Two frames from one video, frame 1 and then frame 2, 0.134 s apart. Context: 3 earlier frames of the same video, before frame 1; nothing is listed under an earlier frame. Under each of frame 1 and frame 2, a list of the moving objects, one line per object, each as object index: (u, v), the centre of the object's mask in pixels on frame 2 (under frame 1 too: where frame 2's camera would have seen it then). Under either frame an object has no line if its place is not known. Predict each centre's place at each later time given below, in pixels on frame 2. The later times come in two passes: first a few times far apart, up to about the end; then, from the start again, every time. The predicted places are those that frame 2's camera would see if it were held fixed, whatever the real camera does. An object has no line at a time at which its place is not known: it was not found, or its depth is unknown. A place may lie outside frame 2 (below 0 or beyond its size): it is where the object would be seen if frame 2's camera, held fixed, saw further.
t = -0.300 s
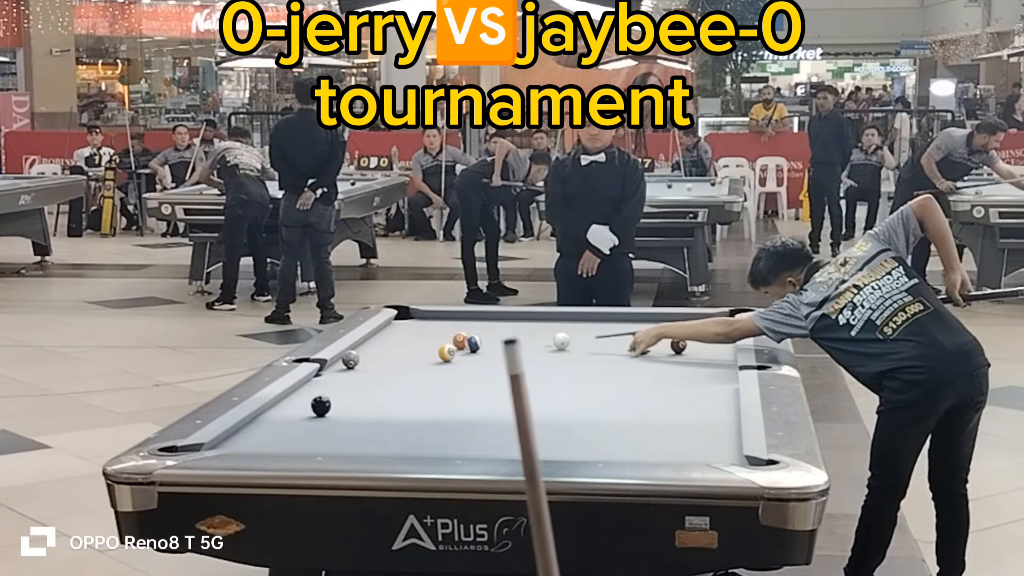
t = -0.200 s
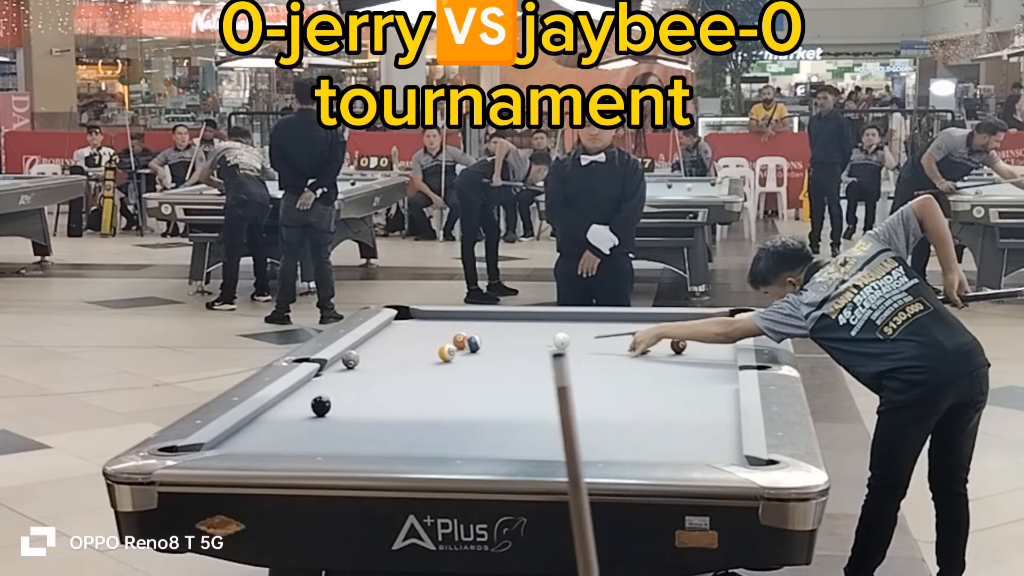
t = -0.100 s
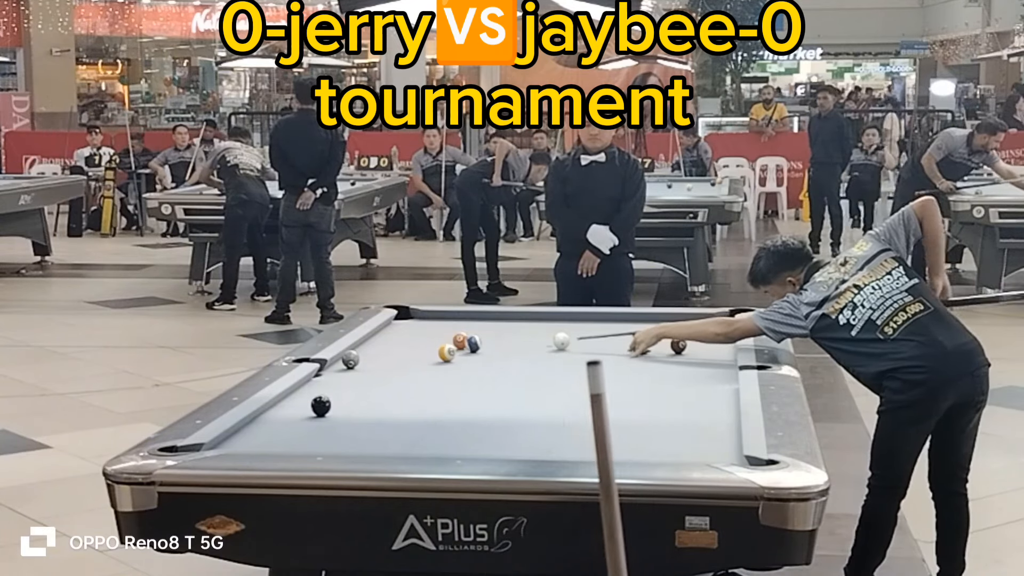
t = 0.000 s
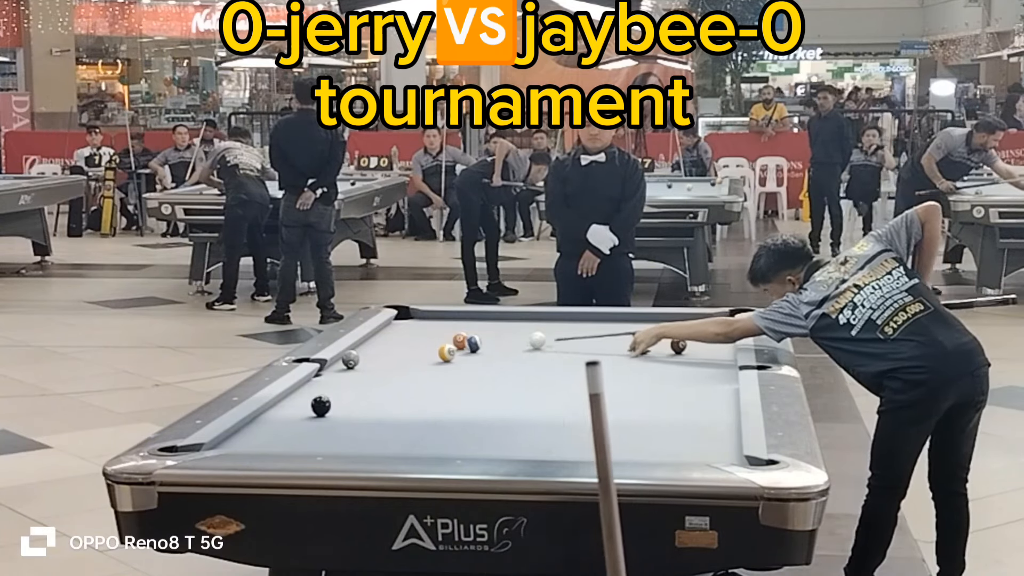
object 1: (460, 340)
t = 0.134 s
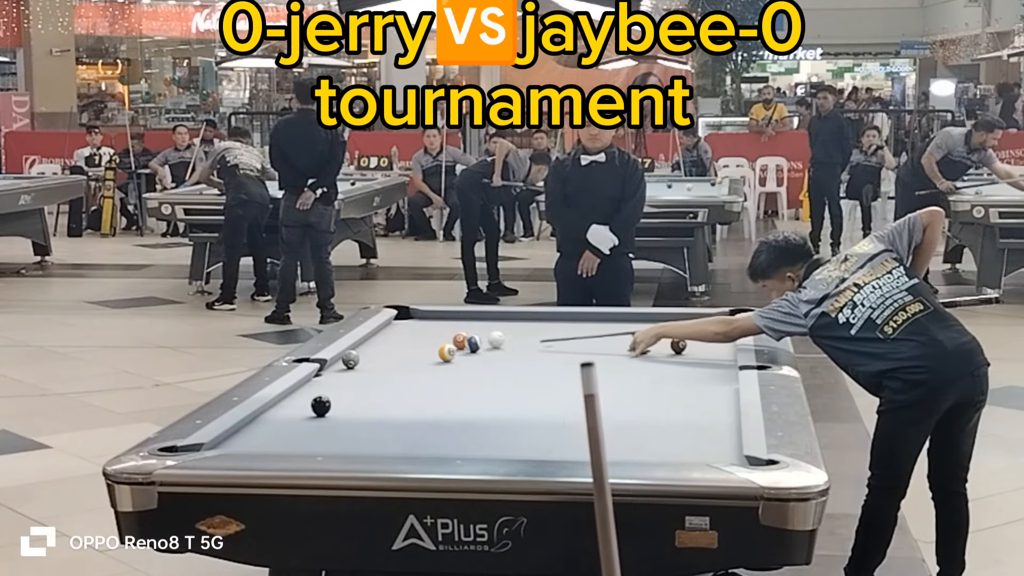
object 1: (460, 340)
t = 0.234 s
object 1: (458, 341)
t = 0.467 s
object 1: (435, 343)
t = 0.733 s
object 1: (411, 346)
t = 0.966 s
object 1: (391, 349)
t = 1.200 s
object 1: (372, 351)
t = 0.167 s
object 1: (460, 340)
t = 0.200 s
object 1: (460, 340)
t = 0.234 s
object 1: (458, 341)
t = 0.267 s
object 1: (454, 340)
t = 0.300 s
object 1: (451, 340)
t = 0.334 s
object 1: (447, 339)
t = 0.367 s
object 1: (443, 339)
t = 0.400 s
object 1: (440, 341)
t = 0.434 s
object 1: (437, 342)
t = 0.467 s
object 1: (435, 343)
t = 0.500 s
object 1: (432, 343)
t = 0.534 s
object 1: (429, 344)
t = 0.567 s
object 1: (426, 344)
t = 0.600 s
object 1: (423, 345)
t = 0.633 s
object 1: (420, 345)
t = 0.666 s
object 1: (417, 346)
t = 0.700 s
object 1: (414, 346)
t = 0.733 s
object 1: (411, 346)
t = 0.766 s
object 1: (408, 347)
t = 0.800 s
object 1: (406, 347)
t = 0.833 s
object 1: (403, 347)
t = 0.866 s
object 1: (400, 348)
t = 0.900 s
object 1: (397, 349)
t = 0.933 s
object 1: (394, 349)
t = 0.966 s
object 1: (391, 349)
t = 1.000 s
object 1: (388, 350)
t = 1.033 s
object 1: (385, 350)
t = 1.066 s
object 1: (383, 350)
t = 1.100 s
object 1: (380, 350)
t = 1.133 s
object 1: (377, 351)
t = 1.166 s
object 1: (375, 351)
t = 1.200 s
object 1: (372, 351)
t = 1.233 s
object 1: (369, 352)
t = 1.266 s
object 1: (367, 352)
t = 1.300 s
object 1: (365, 352)
